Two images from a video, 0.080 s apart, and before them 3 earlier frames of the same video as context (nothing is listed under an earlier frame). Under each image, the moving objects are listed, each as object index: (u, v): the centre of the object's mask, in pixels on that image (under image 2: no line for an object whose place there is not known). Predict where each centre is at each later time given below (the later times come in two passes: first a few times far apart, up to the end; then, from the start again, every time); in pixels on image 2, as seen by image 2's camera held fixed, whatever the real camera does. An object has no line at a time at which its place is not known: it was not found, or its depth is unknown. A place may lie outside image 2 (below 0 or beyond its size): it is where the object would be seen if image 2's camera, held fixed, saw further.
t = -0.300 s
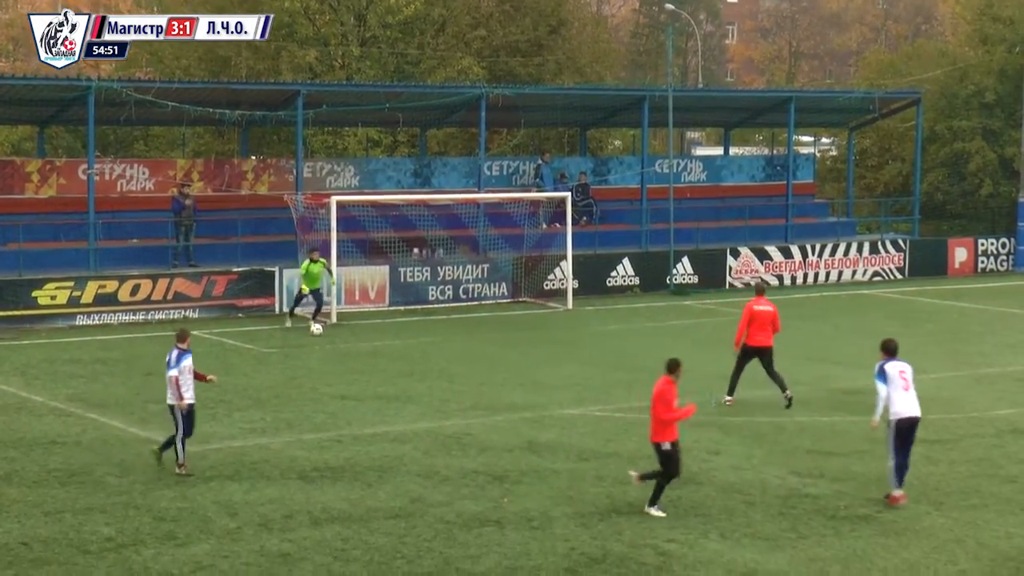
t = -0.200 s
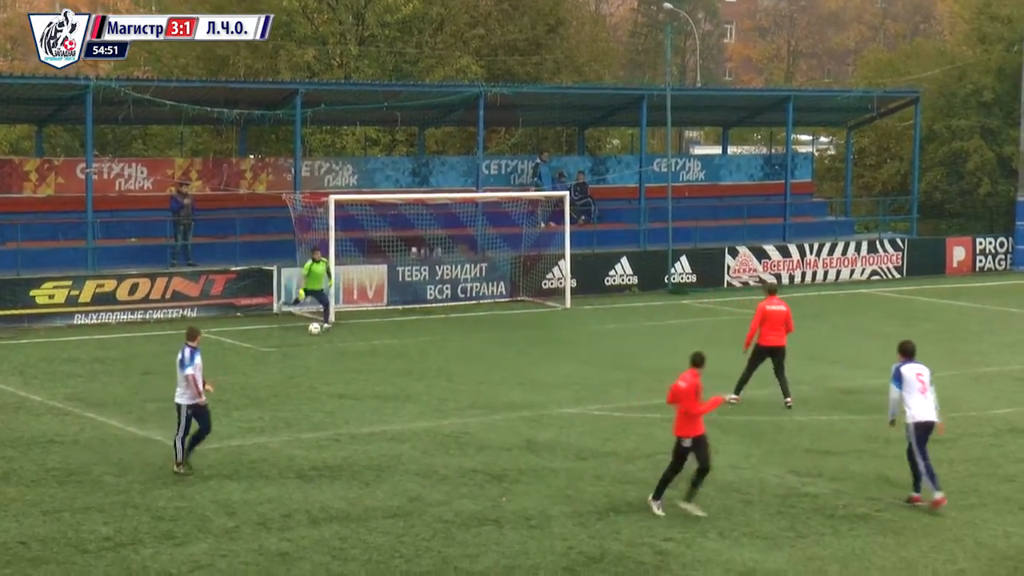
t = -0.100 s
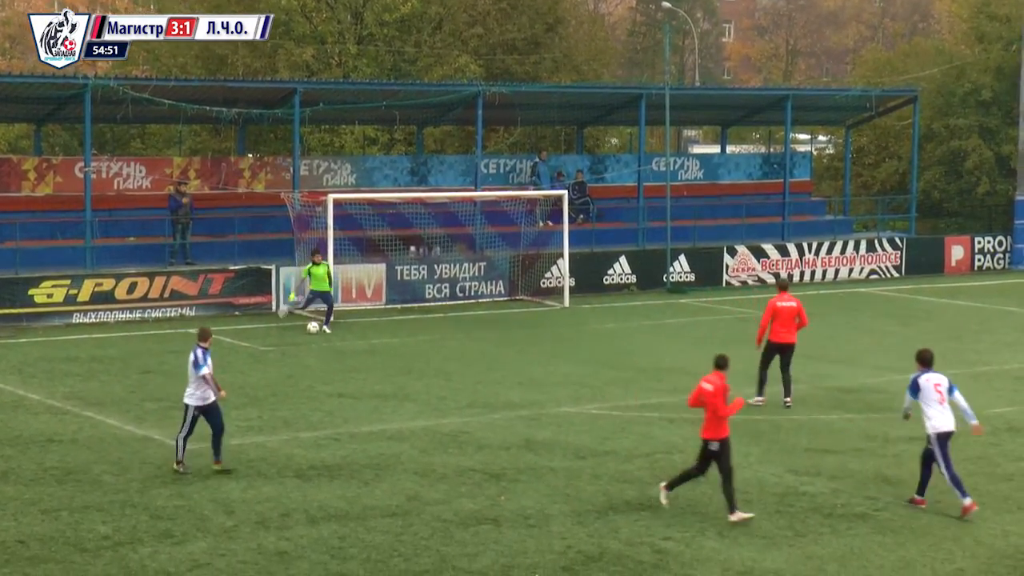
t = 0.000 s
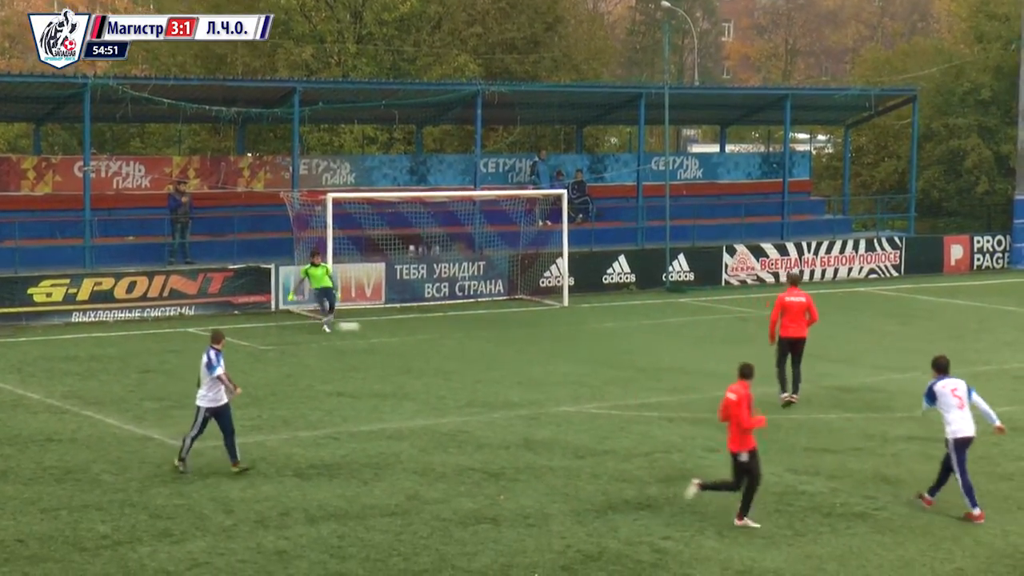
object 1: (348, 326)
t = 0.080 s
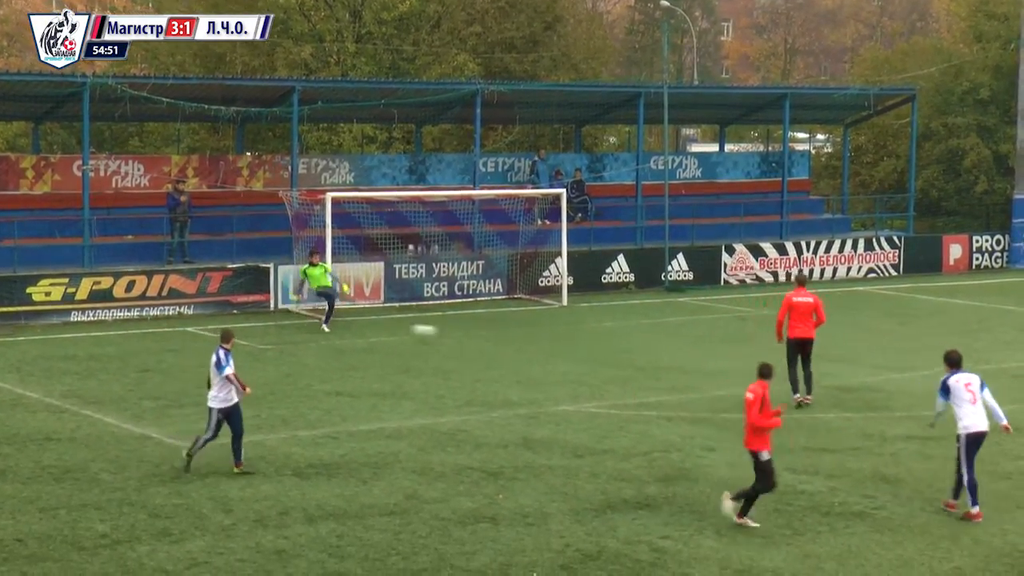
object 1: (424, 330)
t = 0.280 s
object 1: (619, 345)
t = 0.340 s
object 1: (676, 348)
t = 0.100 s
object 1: (444, 331)
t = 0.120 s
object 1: (463, 334)
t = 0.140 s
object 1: (483, 336)
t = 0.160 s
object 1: (503, 339)
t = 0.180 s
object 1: (524, 342)
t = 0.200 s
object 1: (544, 345)
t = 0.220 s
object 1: (562, 346)
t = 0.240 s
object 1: (582, 346)
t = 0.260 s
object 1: (600, 345)
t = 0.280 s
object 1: (619, 345)
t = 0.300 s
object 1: (638, 346)
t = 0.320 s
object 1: (657, 347)
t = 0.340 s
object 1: (676, 348)
